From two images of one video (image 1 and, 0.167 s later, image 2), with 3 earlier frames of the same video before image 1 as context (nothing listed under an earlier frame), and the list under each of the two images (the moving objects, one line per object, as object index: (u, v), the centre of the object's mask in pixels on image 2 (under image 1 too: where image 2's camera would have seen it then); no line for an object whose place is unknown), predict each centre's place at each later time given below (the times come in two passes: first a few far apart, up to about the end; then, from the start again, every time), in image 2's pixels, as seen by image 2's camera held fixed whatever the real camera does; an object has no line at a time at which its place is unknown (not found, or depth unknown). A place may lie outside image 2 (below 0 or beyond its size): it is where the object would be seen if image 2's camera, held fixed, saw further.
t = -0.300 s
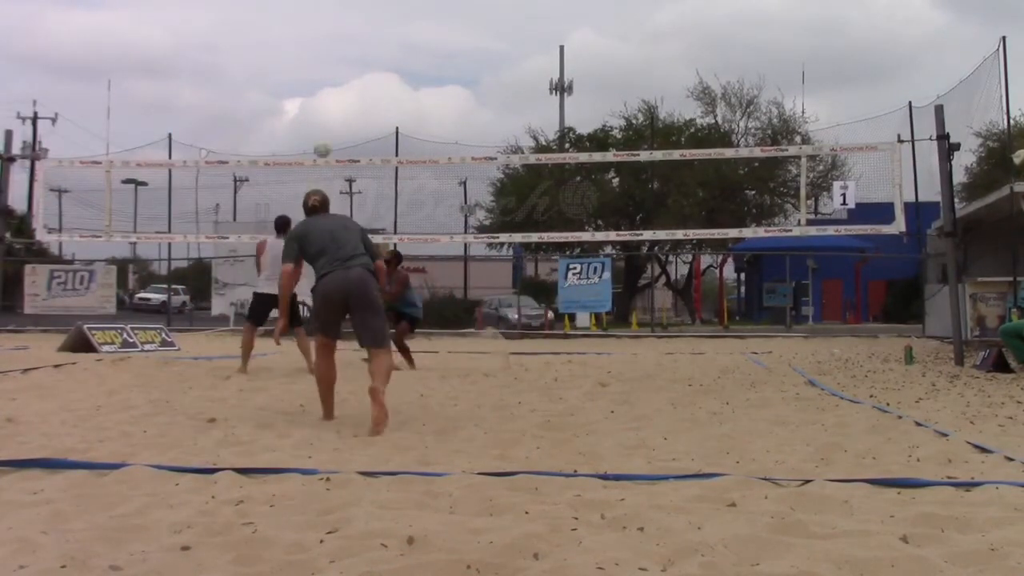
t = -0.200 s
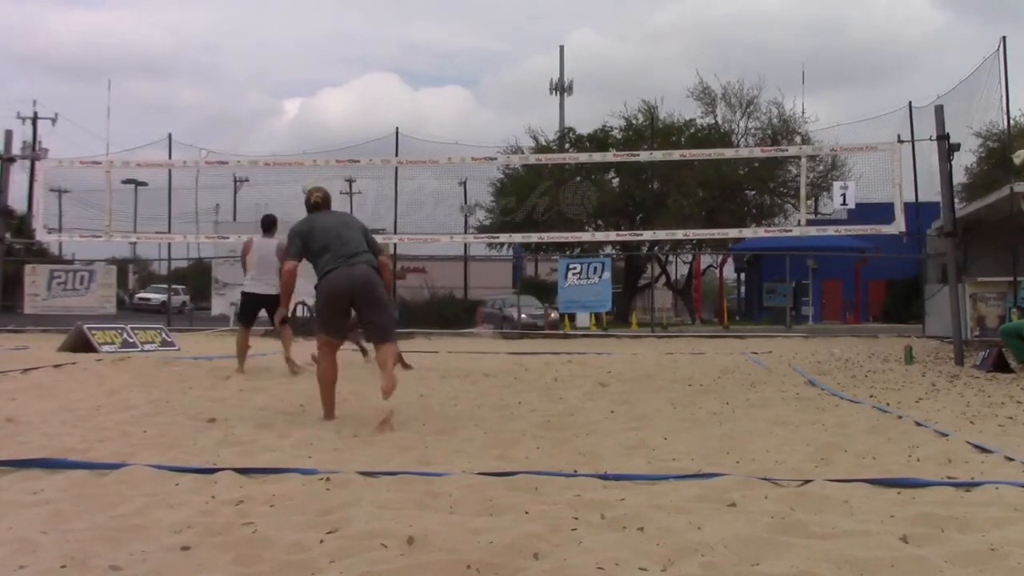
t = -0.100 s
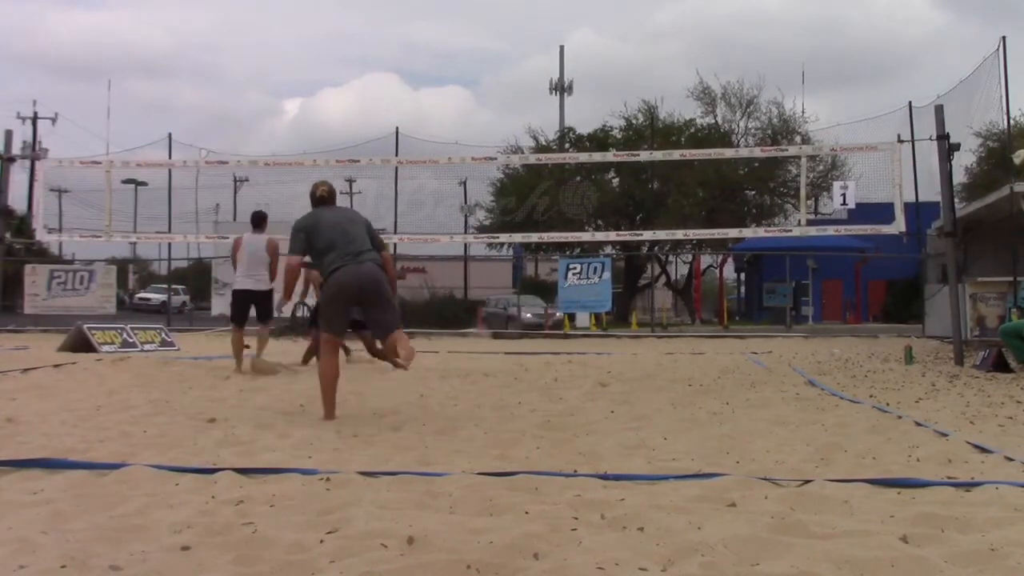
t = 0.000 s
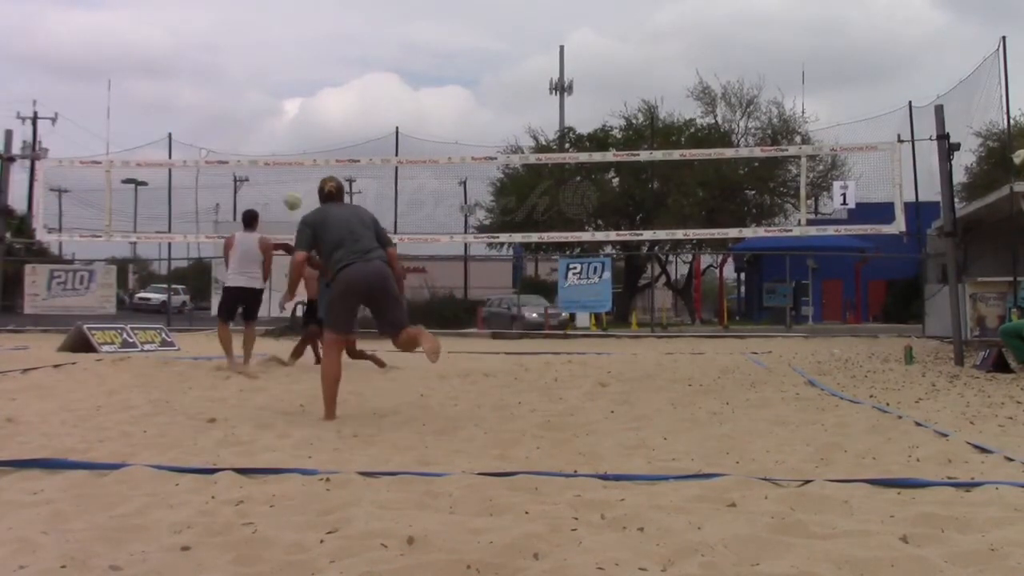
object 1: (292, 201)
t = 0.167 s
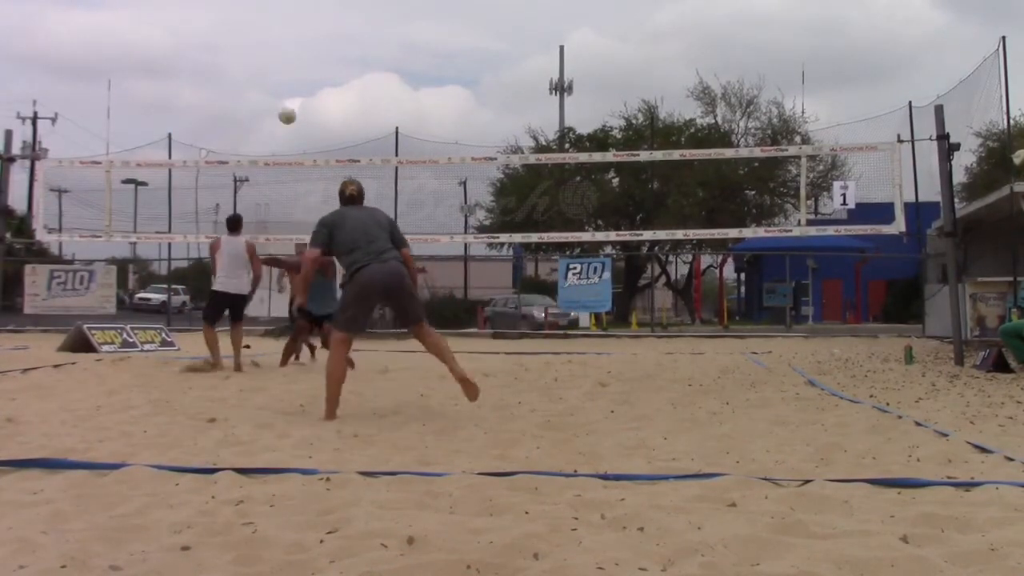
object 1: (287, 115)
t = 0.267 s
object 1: (284, 77)
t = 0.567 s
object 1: (275, 11)
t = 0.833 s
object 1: (267, 11)
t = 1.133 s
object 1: (257, 70)
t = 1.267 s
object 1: (252, 115)
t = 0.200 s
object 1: (286, 102)
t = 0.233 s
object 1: (285, 89)
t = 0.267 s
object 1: (284, 77)
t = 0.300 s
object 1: (283, 66)
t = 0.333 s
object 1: (282, 55)
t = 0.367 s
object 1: (281, 46)
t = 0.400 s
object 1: (280, 38)
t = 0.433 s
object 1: (279, 31)
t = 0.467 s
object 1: (278, 25)
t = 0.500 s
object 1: (277, 19)
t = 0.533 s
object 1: (276, 15)
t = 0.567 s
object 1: (275, 11)
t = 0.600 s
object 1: (274, 8)
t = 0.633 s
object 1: (273, 7)
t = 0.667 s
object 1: (272, 6)
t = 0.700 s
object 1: (271, 6)
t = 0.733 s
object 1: (270, 6)
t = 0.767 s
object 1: (269, 7)
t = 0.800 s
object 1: (268, 8)
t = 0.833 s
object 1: (267, 11)
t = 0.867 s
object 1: (266, 15)
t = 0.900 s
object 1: (265, 19)
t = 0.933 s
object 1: (264, 24)
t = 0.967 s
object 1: (262, 30)
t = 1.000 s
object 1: (262, 37)
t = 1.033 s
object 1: (260, 44)
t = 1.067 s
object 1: (259, 53)
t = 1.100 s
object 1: (258, 61)
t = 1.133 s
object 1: (257, 70)
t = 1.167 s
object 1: (256, 80)
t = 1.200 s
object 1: (255, 91)
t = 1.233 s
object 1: (253, 103)
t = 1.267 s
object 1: (252, 115)
